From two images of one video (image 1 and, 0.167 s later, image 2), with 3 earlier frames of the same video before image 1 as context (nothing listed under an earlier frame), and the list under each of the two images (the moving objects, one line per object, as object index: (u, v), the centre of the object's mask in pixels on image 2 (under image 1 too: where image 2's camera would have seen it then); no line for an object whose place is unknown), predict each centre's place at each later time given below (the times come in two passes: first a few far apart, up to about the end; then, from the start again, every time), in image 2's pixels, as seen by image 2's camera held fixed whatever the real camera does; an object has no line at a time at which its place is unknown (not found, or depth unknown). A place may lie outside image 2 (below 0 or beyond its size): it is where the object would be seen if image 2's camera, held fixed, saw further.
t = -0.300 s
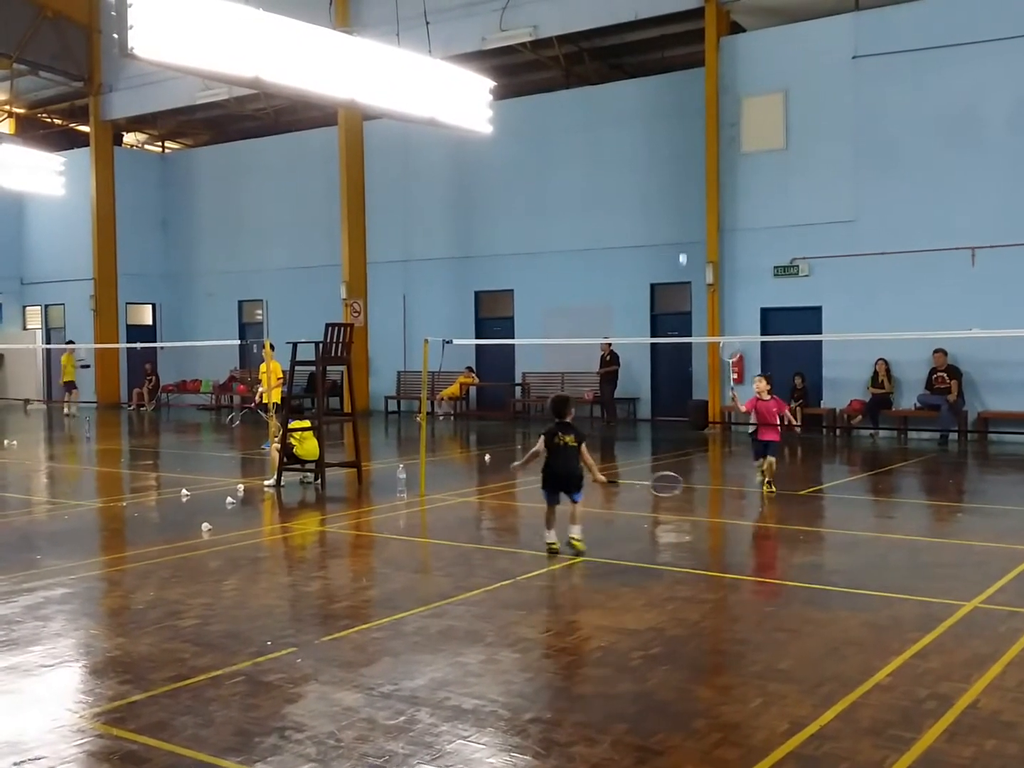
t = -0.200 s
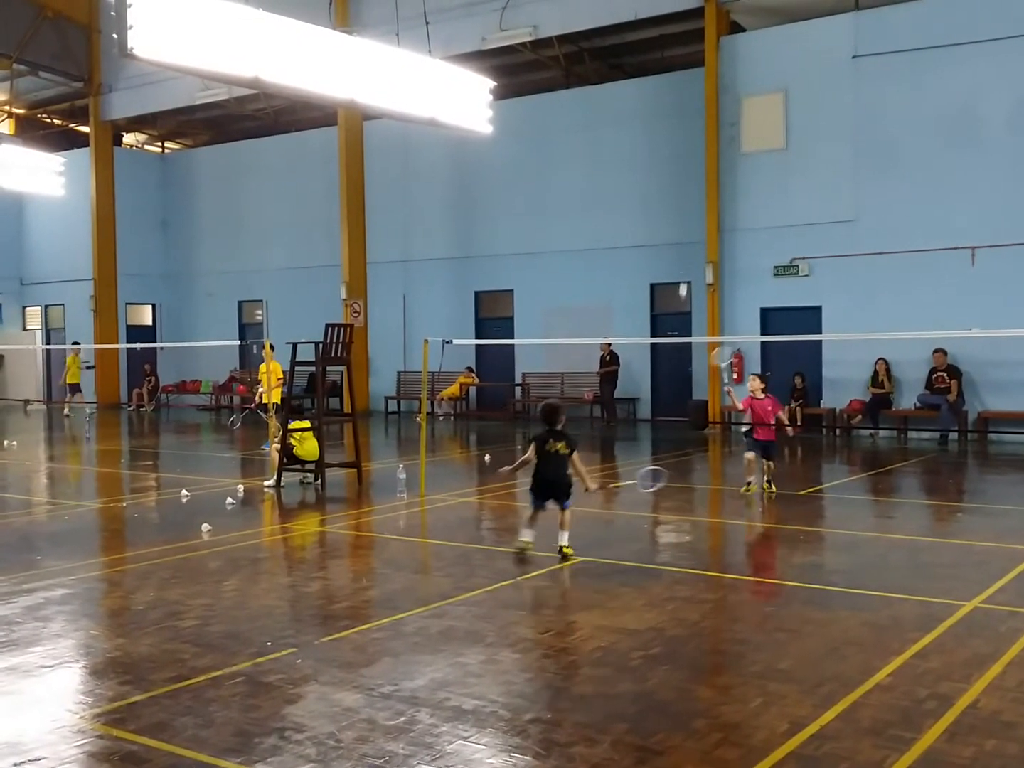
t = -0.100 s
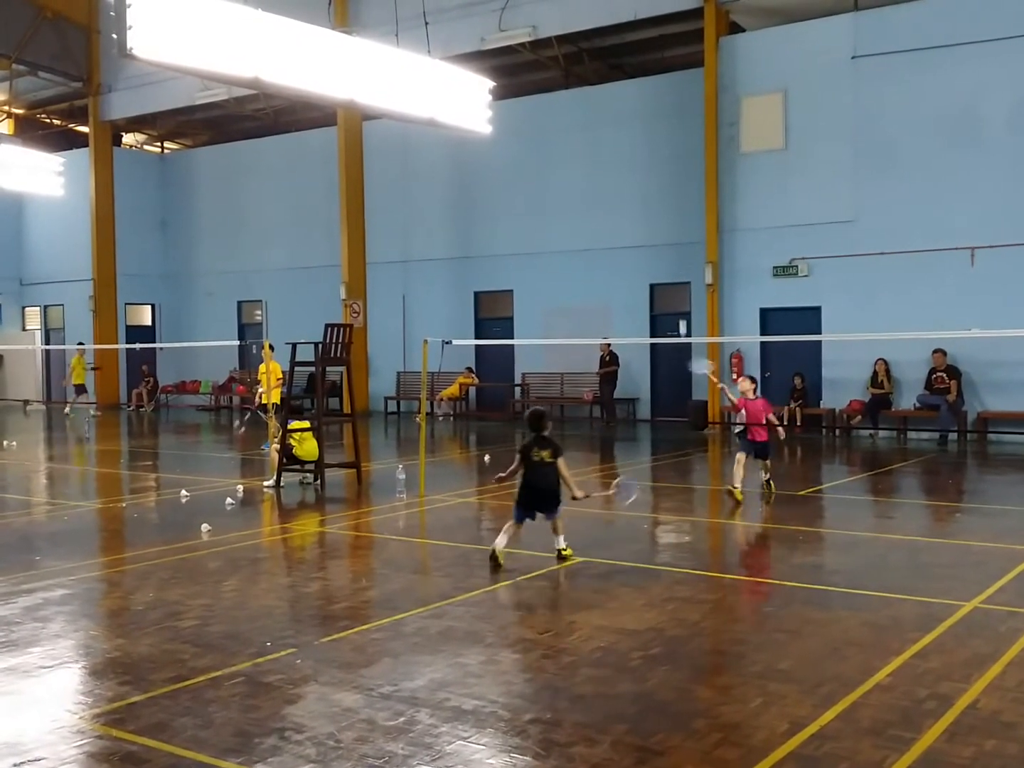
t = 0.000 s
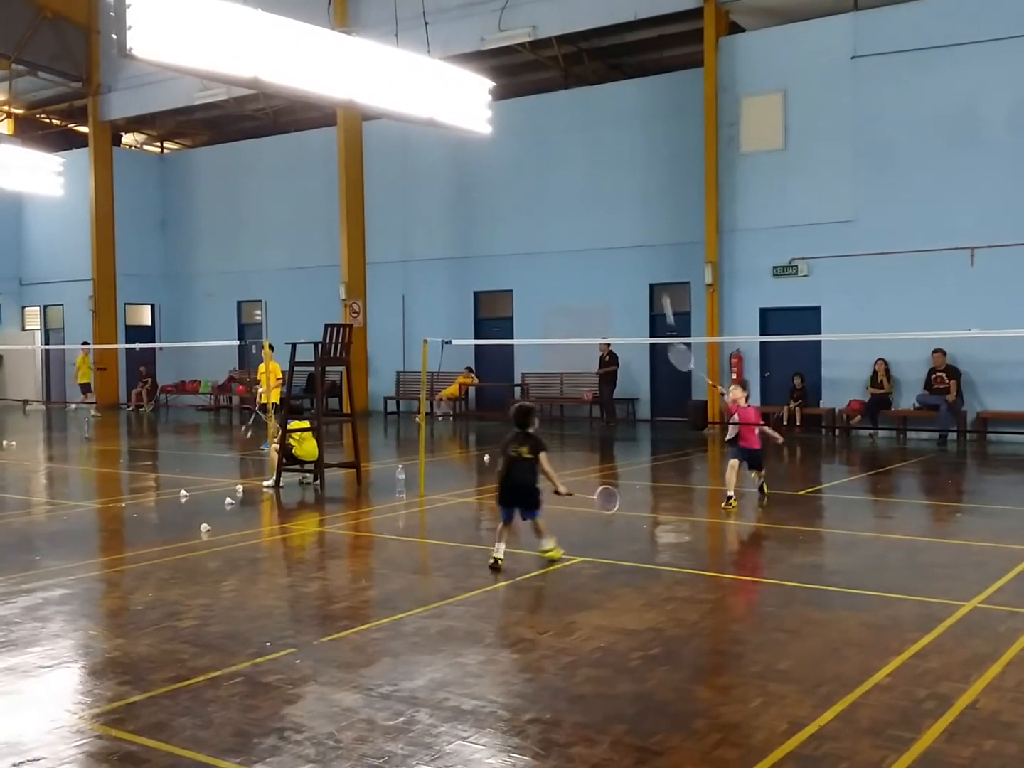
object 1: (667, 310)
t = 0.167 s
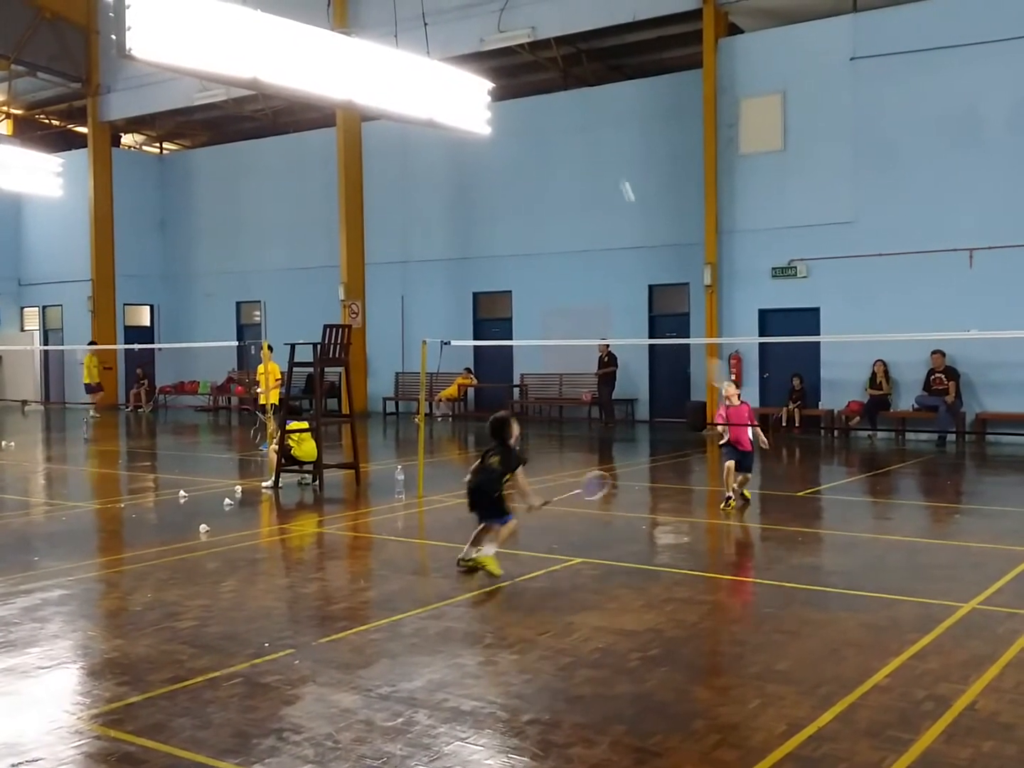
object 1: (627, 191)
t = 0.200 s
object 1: (618, 170)
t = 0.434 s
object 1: (559, 79)
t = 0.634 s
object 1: (501, 67)
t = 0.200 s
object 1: (618, 170)
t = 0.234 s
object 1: (611, 153)
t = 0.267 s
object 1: (602, 137)
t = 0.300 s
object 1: (594, 122)
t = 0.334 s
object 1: (586, 109)
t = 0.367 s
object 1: (577, 97)
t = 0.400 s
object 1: (568, 86)
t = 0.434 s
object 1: (559, 79)
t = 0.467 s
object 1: (550, 72)
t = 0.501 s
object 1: (541, 67)
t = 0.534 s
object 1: (532, 64)
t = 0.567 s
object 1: (521, 63)
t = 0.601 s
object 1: (512, 64)
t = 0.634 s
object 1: (501, 67)
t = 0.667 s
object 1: (491, 71)
